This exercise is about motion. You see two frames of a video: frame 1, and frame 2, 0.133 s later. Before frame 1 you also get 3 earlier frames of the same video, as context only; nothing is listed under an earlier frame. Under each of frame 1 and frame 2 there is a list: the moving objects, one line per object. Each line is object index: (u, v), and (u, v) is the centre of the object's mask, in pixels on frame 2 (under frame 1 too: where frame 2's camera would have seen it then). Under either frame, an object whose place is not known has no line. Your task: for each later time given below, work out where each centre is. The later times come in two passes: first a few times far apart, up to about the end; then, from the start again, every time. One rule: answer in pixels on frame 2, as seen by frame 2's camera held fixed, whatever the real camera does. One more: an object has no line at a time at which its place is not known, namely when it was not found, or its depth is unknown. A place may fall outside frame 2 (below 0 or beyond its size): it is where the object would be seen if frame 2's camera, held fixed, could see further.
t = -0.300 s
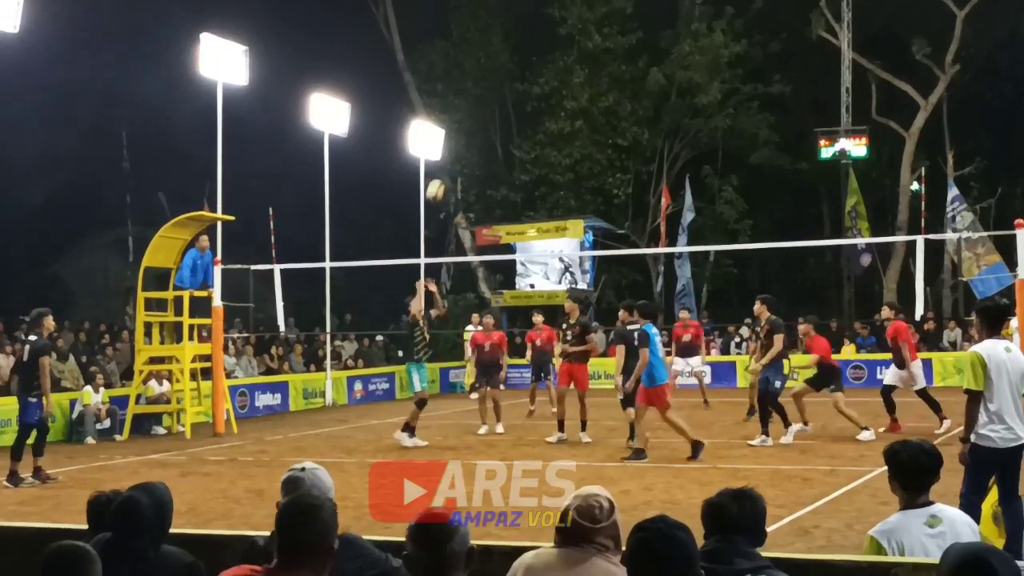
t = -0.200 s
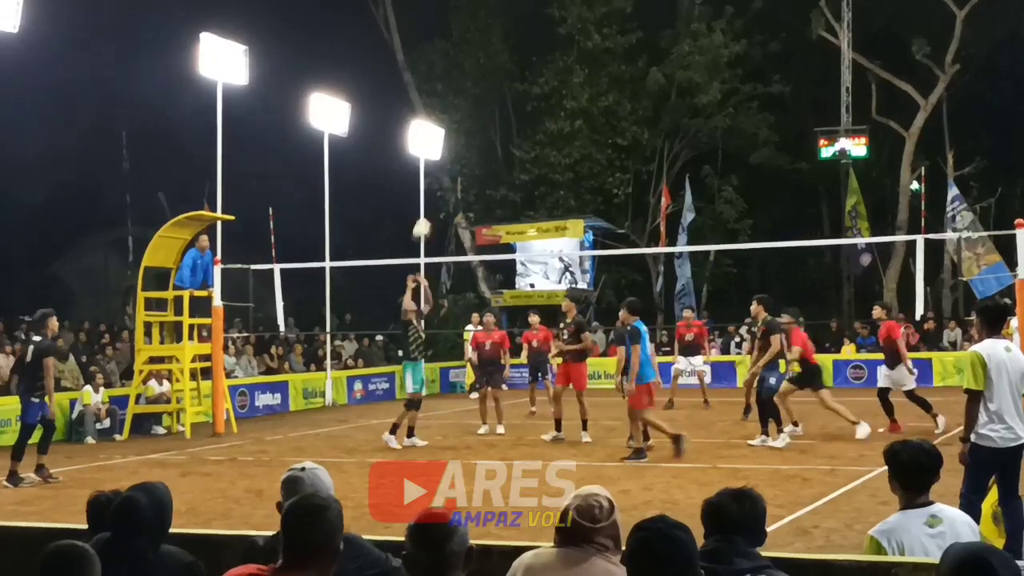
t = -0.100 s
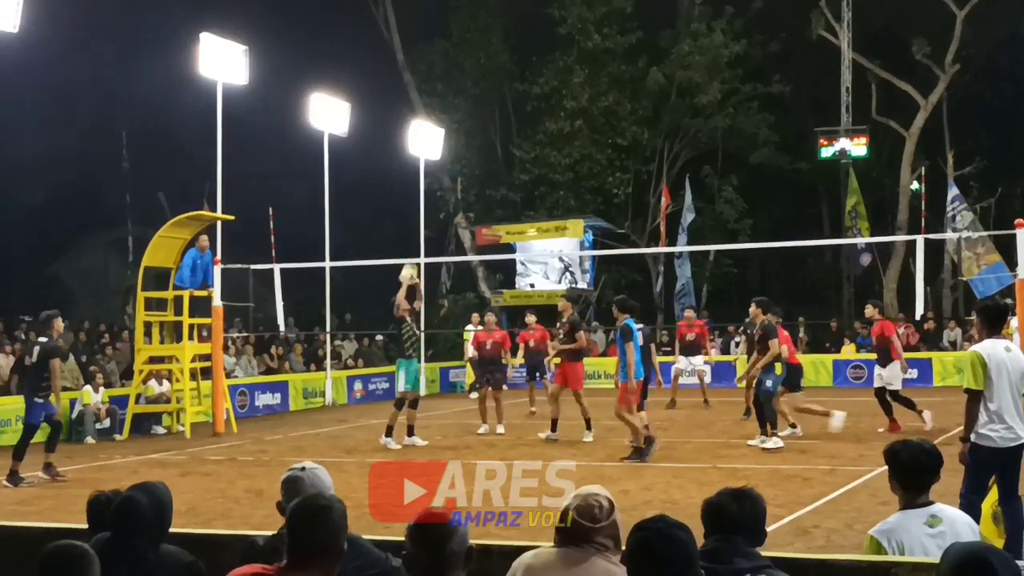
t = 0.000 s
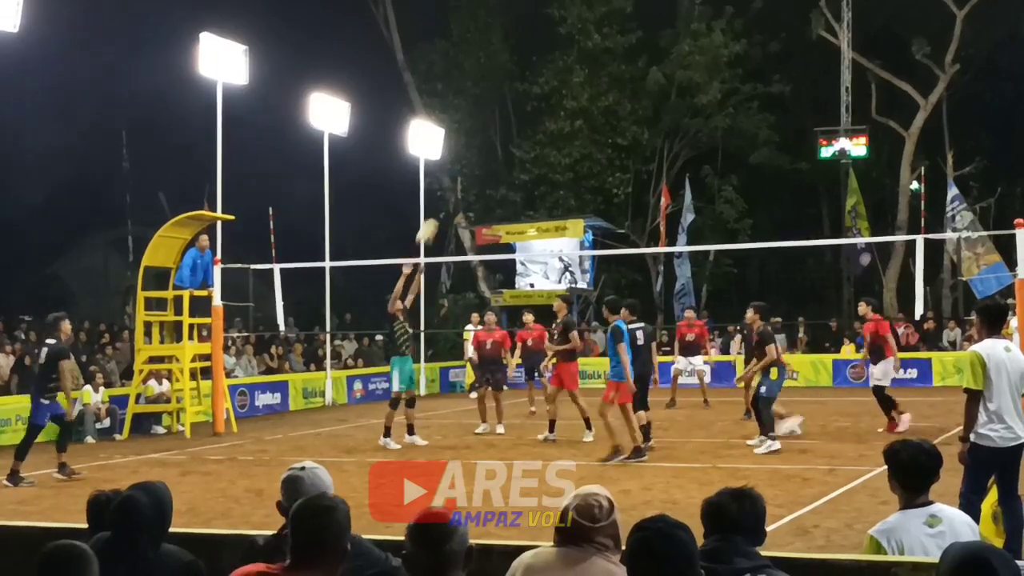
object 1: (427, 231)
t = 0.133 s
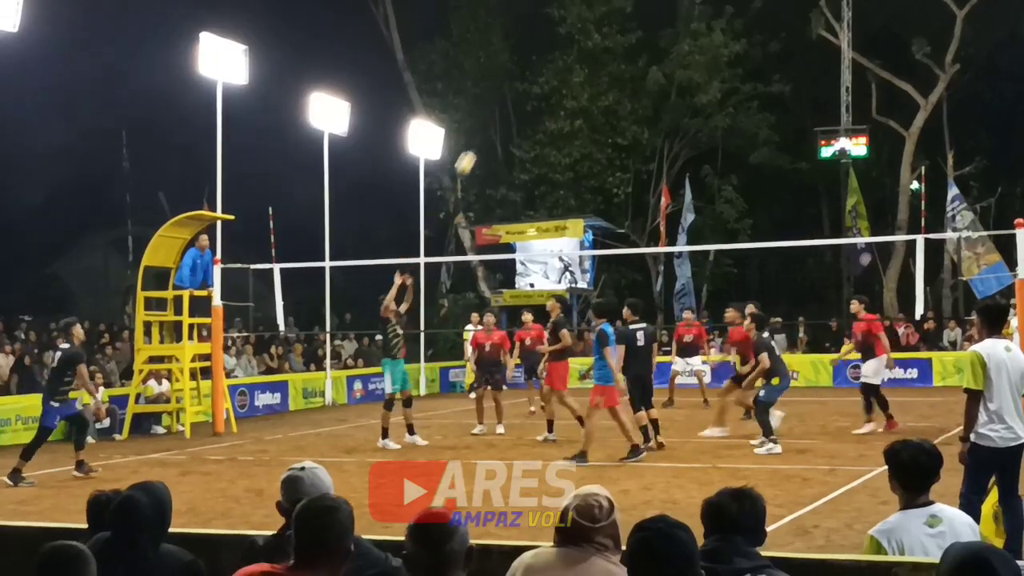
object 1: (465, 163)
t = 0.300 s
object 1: (514, 97)
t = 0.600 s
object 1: (602, 34)
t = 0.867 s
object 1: (682, 38)
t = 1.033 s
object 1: (731, 70)
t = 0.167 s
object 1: (476, 147)
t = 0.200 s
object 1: (485, 134)
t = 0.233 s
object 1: (494, 121)
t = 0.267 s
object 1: (504, 109)
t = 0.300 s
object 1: (514, 97)
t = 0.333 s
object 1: (524, 87)
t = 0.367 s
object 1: (533, 77)
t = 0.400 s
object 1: (543, 68)
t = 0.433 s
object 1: (553, 60)
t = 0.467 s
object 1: (563, 53)
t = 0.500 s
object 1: (573, 47)
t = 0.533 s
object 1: (582, 42)
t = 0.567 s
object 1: (592, 38)
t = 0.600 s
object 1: (602, 34)
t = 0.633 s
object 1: (612, 31)
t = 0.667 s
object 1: (622, 29)
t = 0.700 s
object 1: (632, 28)
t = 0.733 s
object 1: (641, 28)
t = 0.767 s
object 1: (651, 29)
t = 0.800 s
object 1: (662, 32)
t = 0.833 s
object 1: (671, 34)
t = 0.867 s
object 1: (682, 38)
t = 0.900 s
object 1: (692, 43)
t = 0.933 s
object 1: (701, 48)
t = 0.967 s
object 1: (711, 55)
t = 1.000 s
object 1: (721, 62)
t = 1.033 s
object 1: (731, 70)
